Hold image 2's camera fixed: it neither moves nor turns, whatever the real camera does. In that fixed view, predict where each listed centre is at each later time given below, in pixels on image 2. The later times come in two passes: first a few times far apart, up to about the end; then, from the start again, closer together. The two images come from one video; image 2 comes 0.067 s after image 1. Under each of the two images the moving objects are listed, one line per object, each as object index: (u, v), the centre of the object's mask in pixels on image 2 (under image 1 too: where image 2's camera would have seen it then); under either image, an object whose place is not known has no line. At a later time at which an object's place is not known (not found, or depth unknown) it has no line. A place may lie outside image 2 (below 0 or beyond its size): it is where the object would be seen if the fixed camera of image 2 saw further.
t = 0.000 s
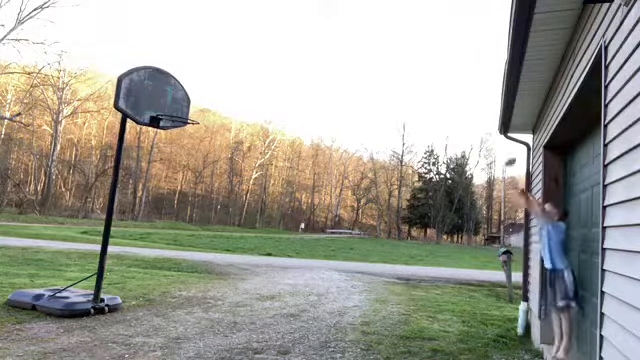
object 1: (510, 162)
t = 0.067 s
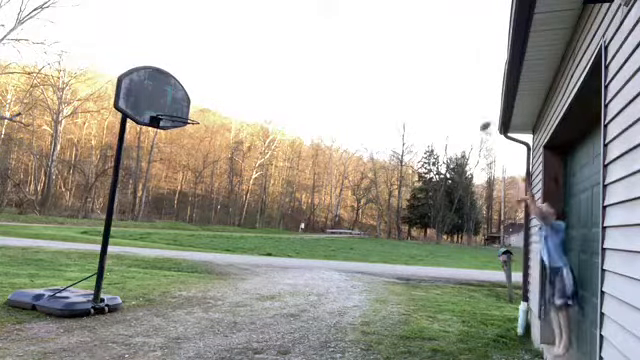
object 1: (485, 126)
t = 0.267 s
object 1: (413, 52)
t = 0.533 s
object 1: (325, 19)
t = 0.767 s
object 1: (250, 43)
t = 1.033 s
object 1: (170, 103)
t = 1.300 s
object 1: (126, 72)
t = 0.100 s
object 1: (473, 110)
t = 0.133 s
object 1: (460, 96)
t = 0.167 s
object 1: (448, 83)
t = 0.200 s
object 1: (436, 72)
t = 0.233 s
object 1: (425, 61)
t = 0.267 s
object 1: (413, 52)
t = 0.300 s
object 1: (402, 44)
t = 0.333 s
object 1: (391, 37)
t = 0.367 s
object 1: (379, 32)
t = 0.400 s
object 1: (368, 27)
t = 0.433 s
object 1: (357, 24)
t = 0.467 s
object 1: (346, 21)
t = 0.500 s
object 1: (335, 20)
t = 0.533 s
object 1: (325, 19)
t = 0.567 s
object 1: (314, 20)
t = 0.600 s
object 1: (303, 21)
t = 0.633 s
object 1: (292, 24)
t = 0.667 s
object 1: (282, 27)
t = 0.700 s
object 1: (271, 32)
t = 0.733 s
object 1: (261, 37)
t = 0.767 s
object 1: (250, 43)
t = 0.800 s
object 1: (239, 50)
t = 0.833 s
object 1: (228, 58)
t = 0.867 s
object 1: (218, 67)
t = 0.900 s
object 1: (208, 76)
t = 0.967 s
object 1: (187, 100)
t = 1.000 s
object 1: (175, 109)
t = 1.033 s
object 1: (170, 103)
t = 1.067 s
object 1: (166, 97)
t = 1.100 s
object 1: (161, 91)
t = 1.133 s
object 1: (155, 85)
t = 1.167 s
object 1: (150, 82)
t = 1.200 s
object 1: (144, 77)
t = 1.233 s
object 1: (140, 76)
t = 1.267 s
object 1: (134, 73)
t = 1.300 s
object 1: (126, 72)
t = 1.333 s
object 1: (119, 73)
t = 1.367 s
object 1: (112, 74)
